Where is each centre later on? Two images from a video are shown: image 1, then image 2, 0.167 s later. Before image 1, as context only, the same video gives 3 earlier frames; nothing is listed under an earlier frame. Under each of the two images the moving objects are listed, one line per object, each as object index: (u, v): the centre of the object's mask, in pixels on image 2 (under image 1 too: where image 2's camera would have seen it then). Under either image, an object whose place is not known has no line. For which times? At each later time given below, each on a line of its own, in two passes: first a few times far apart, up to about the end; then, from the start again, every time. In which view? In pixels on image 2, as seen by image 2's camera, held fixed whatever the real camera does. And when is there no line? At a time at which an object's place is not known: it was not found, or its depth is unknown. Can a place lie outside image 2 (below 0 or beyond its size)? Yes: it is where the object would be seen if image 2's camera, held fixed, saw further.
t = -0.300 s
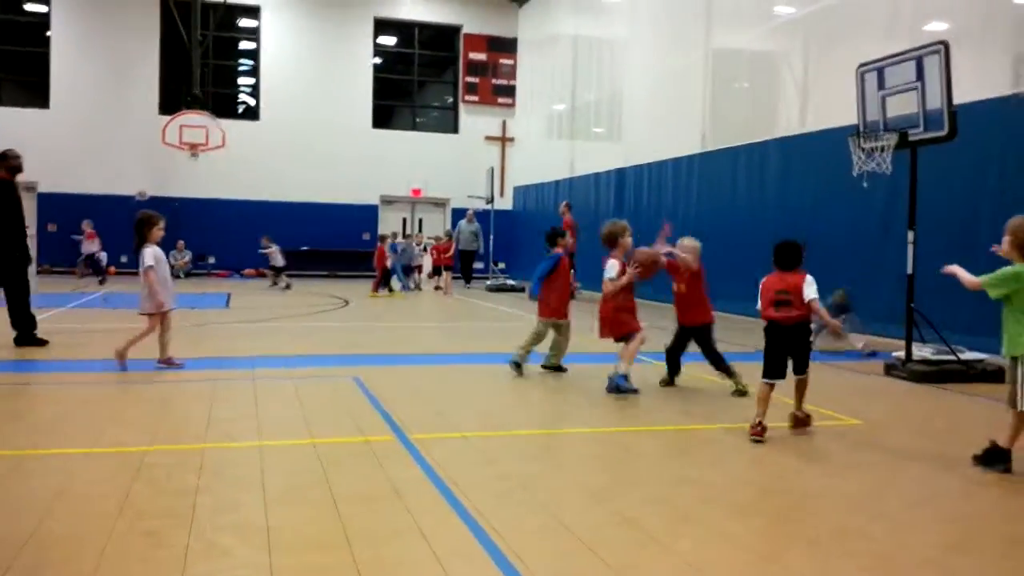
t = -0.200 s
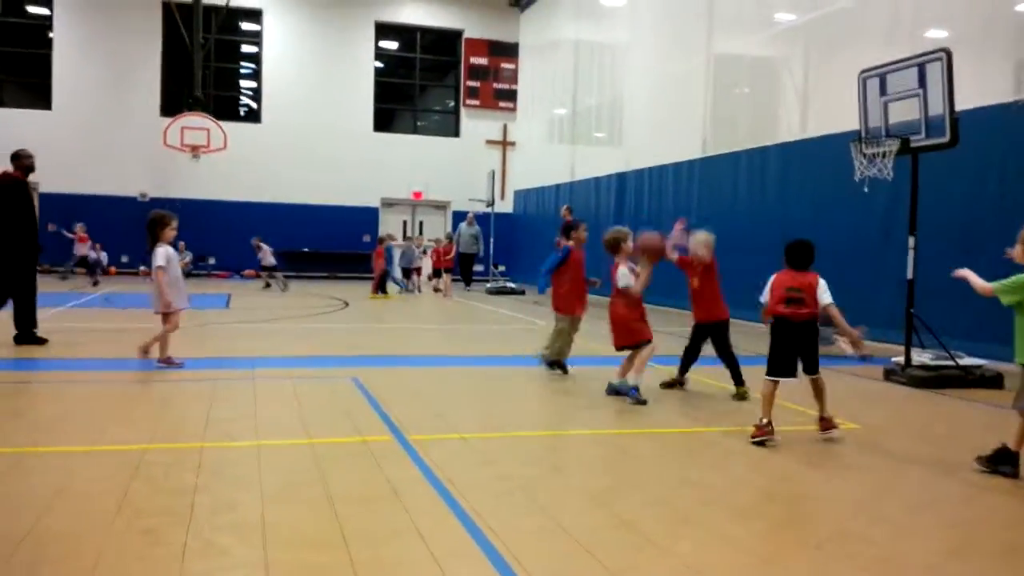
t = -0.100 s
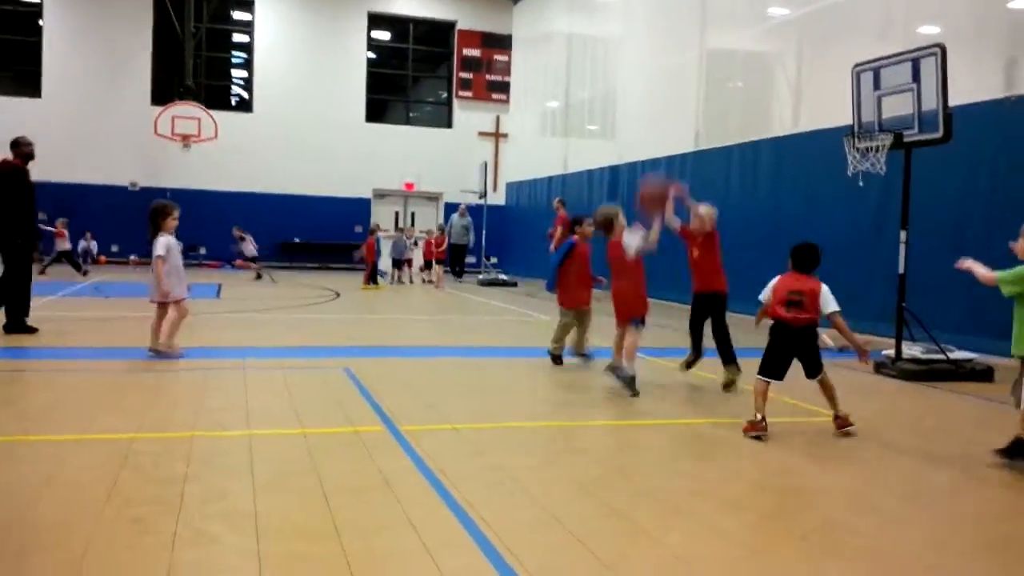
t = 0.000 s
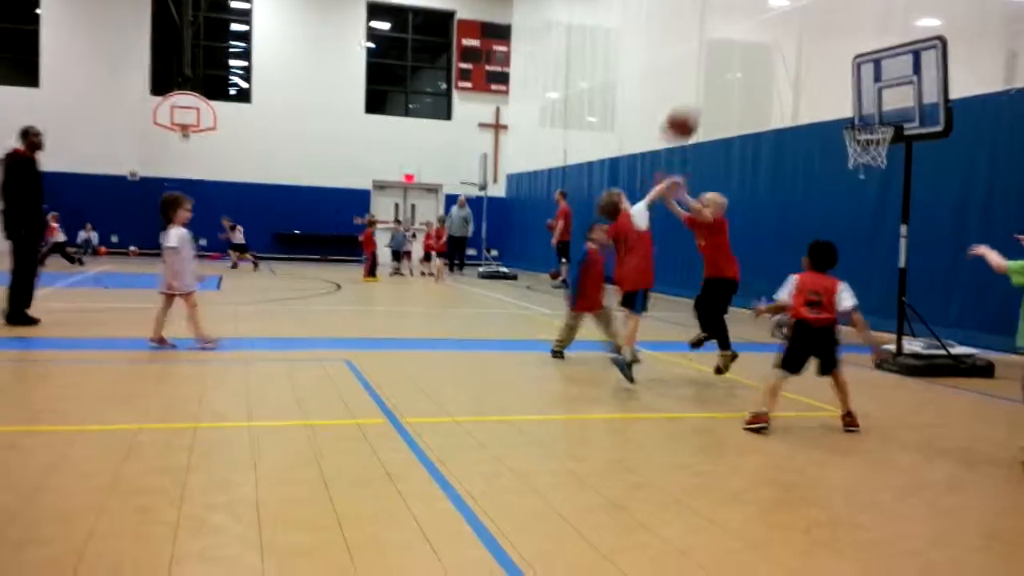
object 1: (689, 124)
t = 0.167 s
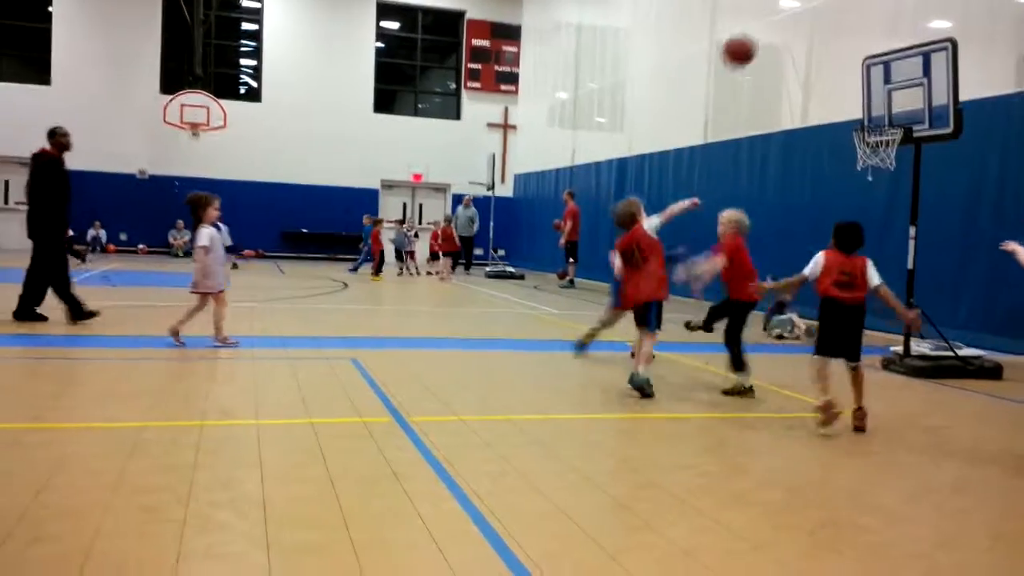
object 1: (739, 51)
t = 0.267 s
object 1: (766, 26)
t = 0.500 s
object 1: (821, 25)
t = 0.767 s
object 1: (873, 113)
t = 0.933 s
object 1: (895, 182)
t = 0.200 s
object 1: (748, 41)
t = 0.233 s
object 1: (758, 32)
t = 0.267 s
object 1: (766, 26)
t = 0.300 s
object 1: (774, 21)
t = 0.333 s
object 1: (783, 18)
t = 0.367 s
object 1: (791, 16)
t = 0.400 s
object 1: (799, 17)
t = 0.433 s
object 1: (806, 18)
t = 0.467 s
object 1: (814, 21)
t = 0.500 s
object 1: (821, 25)
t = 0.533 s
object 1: (828, 31)
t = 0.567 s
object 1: (836, 38)
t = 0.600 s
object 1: (842, 47)
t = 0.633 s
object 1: (848, 58)
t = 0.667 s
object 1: (855, 70)
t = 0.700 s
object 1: (861, 82)
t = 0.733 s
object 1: (867, 97)
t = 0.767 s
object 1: (873, 113)
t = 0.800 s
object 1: (879, 126)
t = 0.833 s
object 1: (883, 138)
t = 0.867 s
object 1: (889, 155)
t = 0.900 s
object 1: (894, 165)
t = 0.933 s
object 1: (895, 182)
